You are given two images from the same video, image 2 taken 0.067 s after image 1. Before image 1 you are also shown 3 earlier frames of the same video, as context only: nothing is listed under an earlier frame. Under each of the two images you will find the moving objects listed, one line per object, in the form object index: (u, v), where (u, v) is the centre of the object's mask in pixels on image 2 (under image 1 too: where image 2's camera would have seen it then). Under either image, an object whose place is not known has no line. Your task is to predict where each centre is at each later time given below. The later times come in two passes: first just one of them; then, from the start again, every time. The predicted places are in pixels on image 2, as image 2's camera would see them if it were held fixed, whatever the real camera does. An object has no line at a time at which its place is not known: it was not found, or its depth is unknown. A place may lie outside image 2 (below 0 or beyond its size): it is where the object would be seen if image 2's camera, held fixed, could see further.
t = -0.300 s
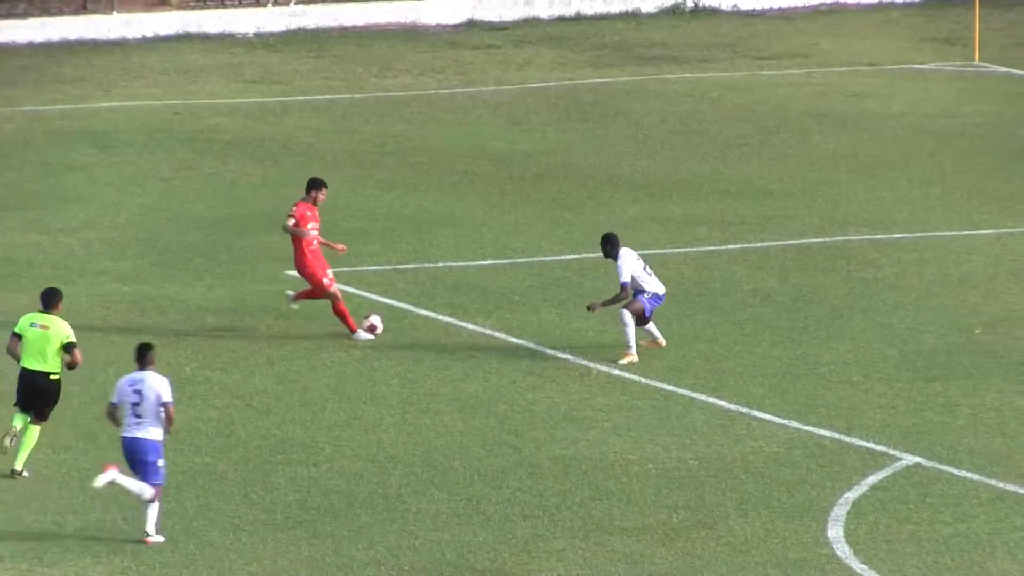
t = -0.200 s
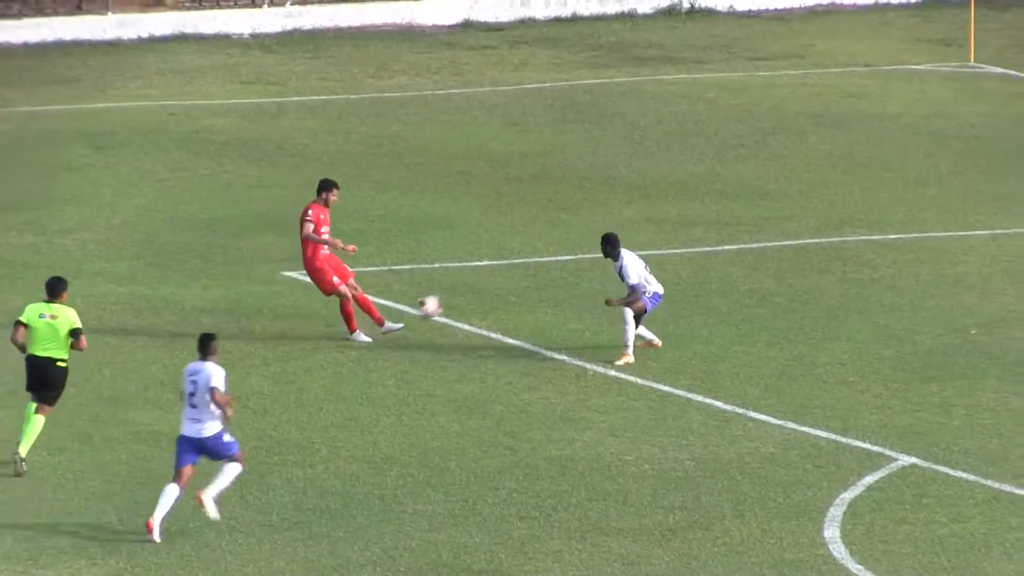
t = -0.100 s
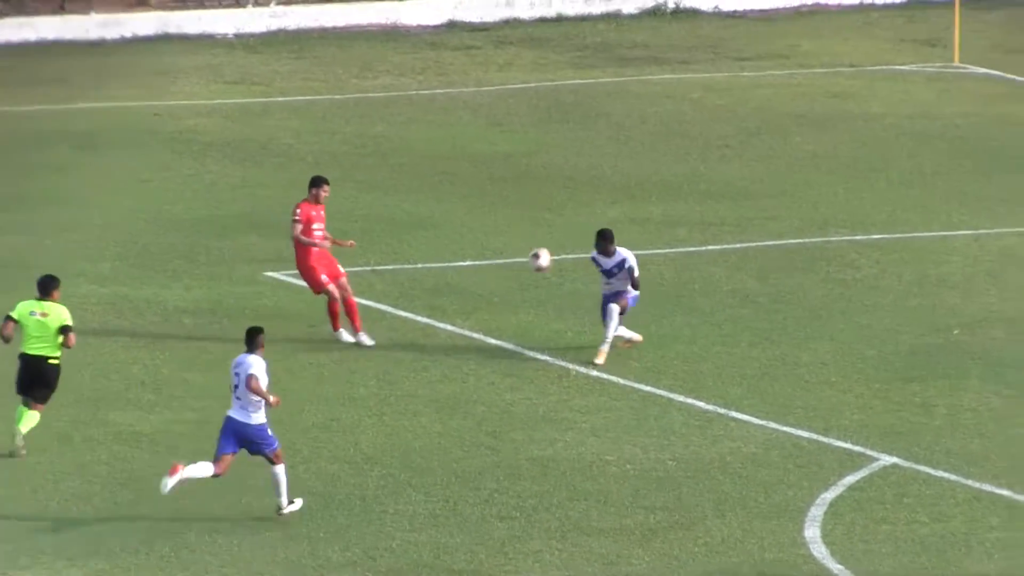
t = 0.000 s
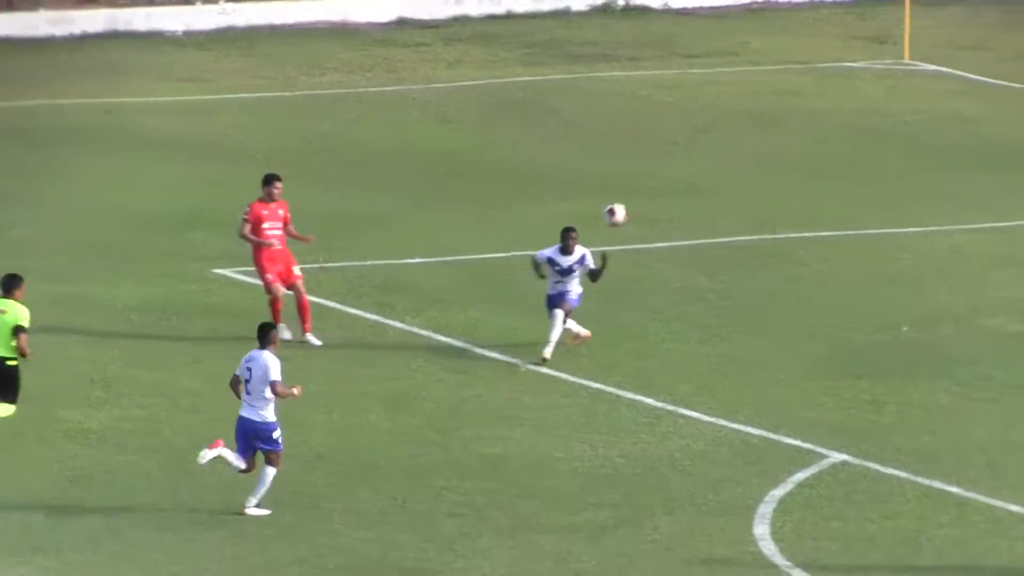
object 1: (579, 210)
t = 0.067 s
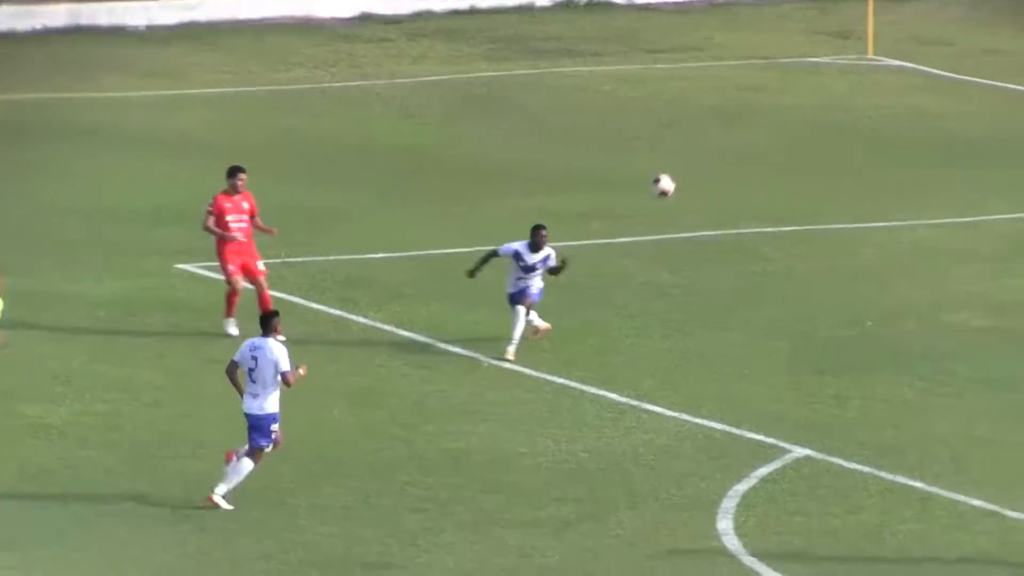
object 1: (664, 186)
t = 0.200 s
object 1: (826, 144)
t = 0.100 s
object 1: (704, 174)
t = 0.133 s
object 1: (746, 164)
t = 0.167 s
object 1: (785, 153)
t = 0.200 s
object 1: (826, 144)
